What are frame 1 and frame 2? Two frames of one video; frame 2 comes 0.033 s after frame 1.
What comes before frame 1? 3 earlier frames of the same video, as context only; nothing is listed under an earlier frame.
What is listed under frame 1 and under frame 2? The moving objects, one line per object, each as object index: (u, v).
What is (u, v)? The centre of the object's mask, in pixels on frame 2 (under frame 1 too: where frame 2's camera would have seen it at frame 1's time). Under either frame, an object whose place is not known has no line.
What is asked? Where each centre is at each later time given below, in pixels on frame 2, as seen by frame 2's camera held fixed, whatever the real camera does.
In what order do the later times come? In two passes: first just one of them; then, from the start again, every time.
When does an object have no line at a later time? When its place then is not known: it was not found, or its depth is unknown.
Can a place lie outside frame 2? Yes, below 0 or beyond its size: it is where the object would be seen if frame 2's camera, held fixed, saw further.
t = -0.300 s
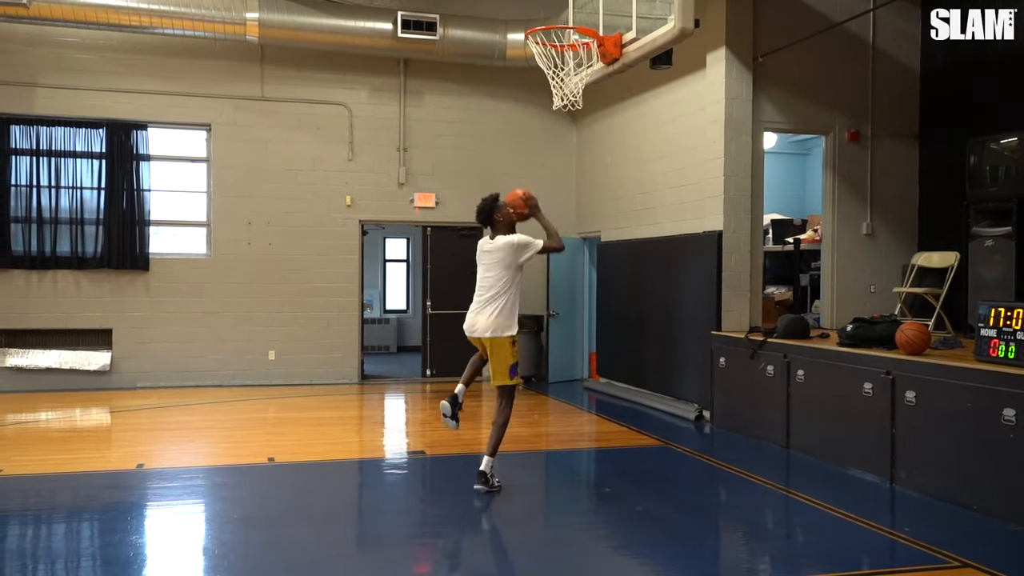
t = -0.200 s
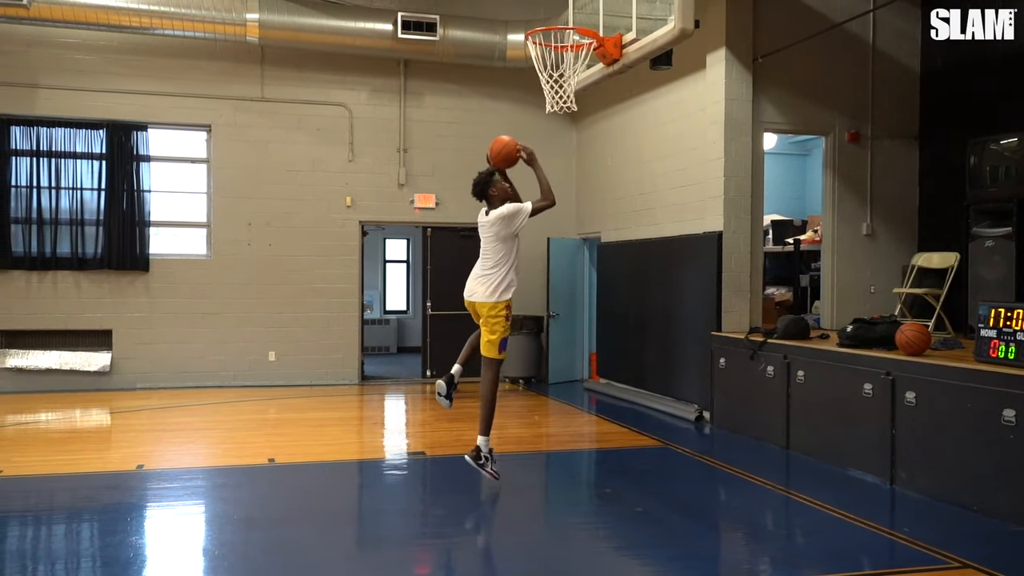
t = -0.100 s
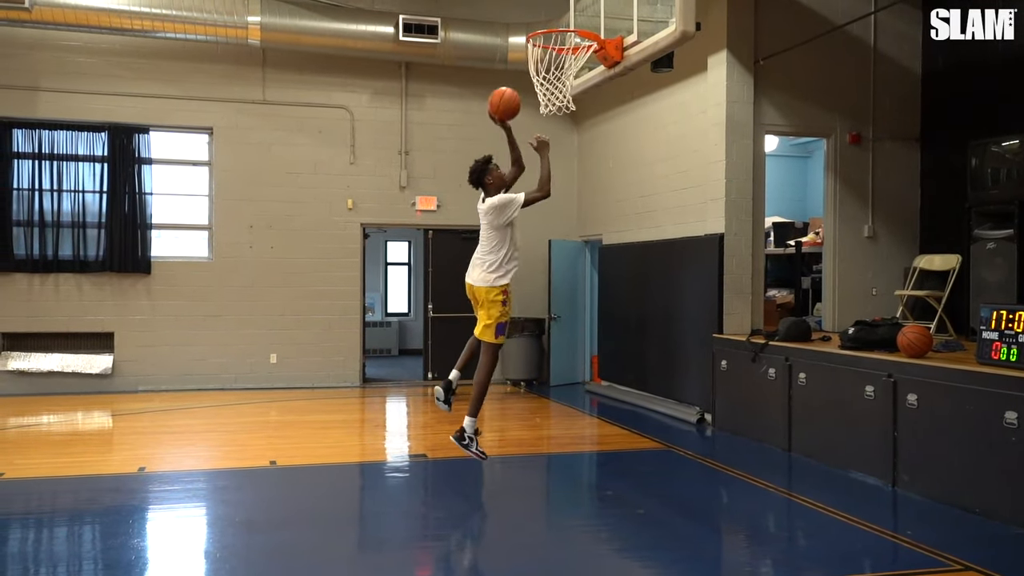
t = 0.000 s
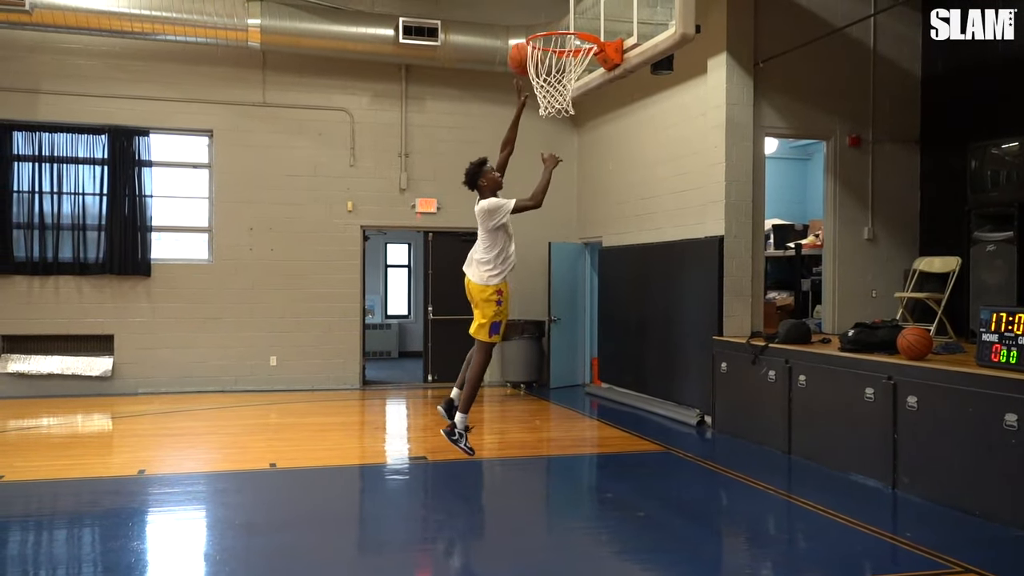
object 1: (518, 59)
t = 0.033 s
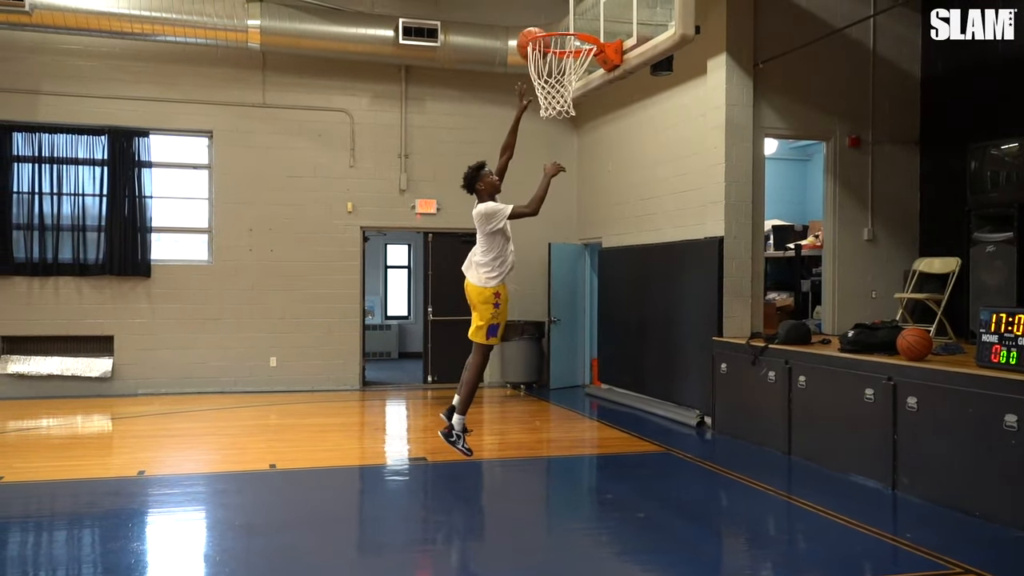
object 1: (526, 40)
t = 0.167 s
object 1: (569, 9)
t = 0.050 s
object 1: (536, 33)
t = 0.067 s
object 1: (540, 26)
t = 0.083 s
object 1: (546, 22)
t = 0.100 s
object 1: (551, 19)
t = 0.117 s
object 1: (555, 16)
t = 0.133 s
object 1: (560, 14)
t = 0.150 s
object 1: (565, 11)
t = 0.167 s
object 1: (569, 9)
